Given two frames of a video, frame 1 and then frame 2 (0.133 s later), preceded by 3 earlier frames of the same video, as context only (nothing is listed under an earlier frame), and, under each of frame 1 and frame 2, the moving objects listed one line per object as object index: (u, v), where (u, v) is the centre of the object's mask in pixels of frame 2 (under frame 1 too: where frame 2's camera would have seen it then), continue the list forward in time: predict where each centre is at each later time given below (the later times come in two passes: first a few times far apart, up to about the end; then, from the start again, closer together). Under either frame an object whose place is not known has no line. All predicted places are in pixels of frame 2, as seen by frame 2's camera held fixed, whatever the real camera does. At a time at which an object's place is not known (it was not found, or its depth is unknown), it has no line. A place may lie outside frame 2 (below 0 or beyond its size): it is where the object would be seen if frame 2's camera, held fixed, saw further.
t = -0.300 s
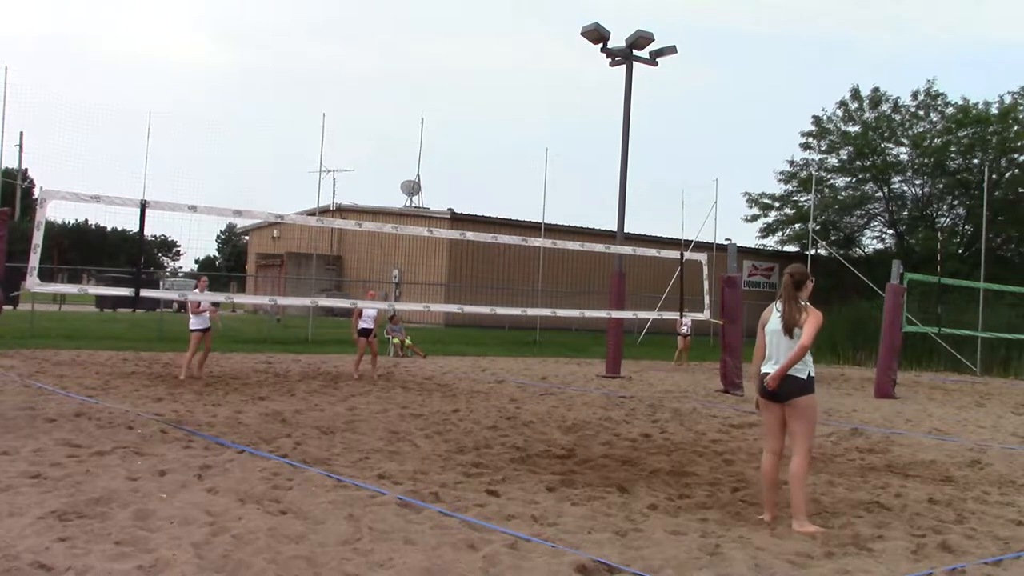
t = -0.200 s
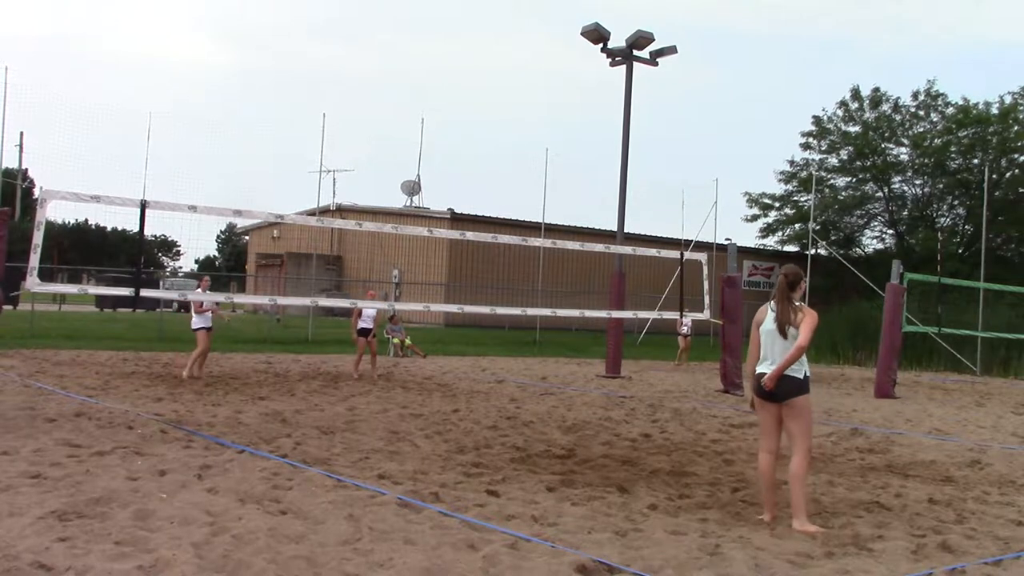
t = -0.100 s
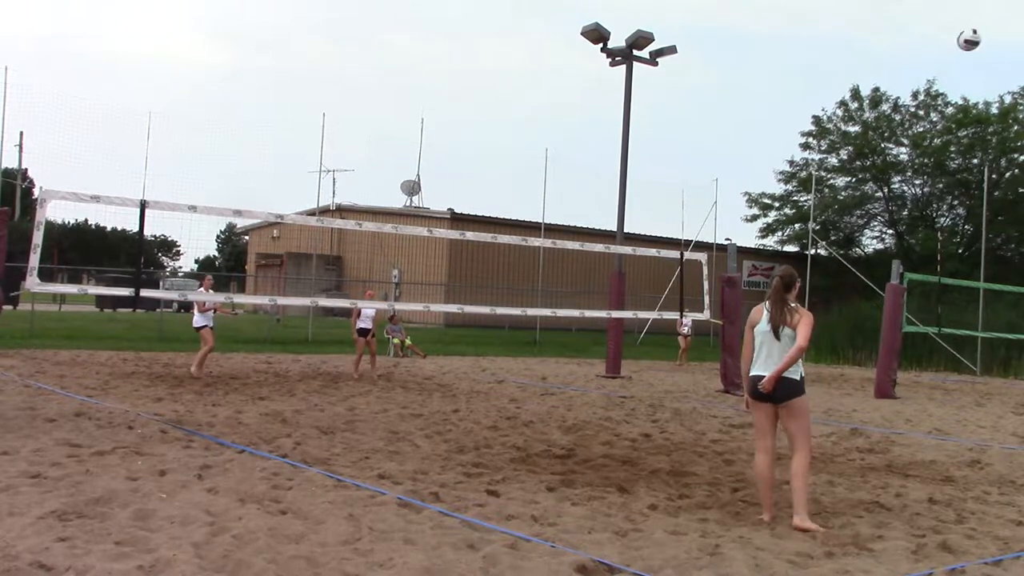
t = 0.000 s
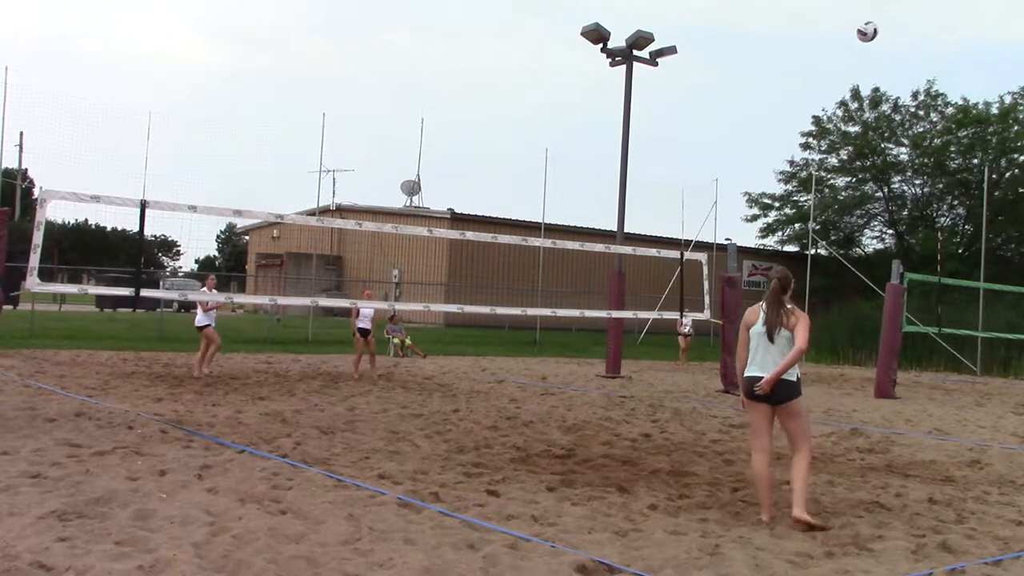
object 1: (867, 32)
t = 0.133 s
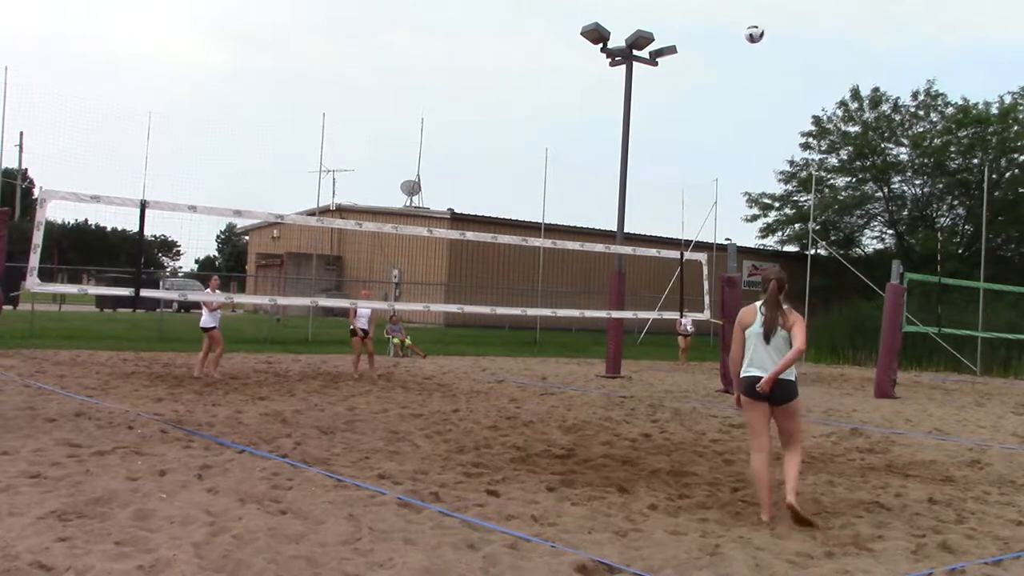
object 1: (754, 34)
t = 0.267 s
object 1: (659, 48)
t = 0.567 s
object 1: (500, 107)
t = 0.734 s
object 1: (428, 152)
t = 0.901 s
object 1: (366, 203)
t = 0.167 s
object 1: (729, 37)
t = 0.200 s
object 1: (706, 39)
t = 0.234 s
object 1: (683, 43)
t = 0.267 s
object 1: (659, 48)
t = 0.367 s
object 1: (601, 63)
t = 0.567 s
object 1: (500, 107)
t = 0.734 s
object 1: (428, 152)
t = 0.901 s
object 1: (366, 203)
